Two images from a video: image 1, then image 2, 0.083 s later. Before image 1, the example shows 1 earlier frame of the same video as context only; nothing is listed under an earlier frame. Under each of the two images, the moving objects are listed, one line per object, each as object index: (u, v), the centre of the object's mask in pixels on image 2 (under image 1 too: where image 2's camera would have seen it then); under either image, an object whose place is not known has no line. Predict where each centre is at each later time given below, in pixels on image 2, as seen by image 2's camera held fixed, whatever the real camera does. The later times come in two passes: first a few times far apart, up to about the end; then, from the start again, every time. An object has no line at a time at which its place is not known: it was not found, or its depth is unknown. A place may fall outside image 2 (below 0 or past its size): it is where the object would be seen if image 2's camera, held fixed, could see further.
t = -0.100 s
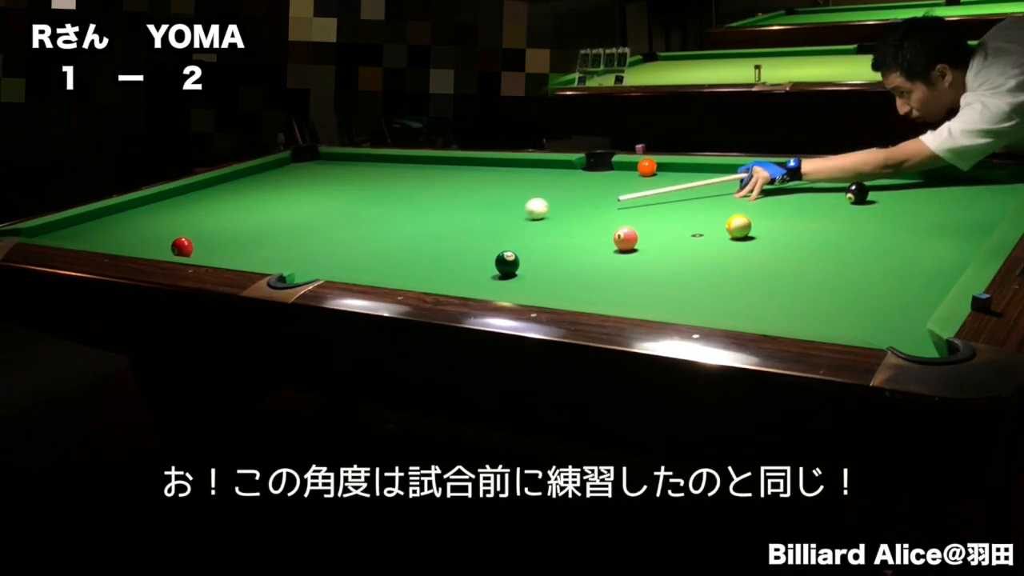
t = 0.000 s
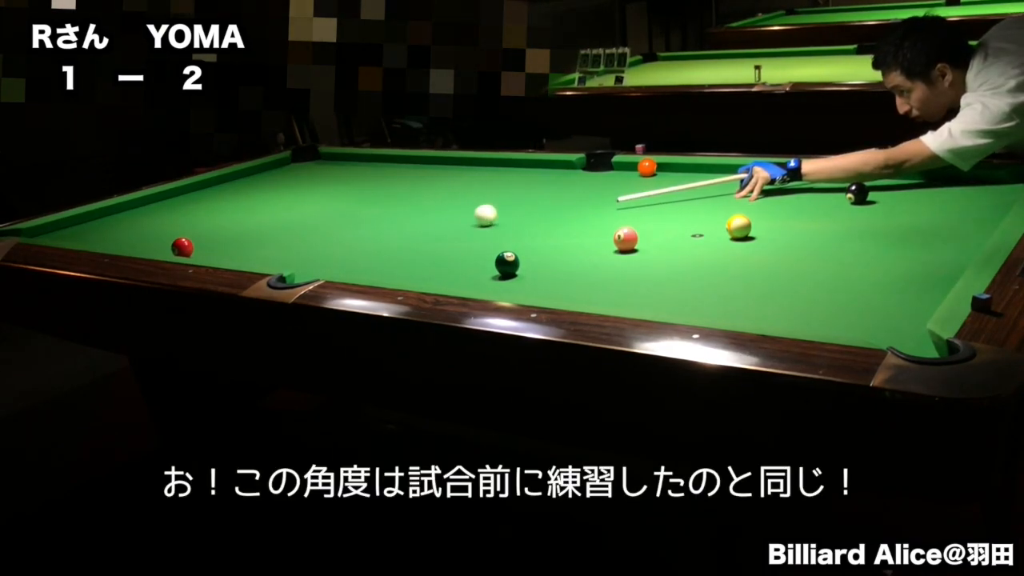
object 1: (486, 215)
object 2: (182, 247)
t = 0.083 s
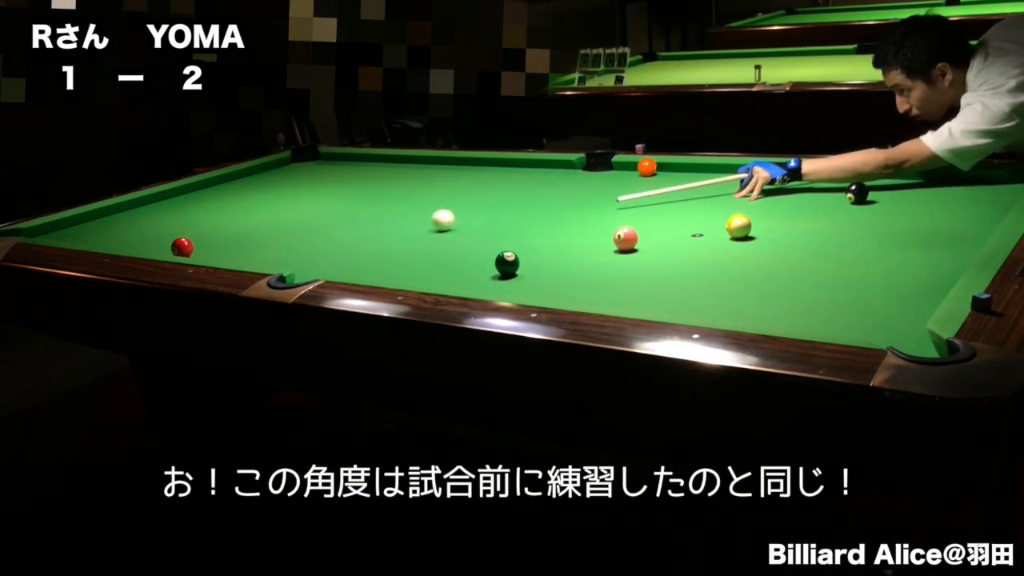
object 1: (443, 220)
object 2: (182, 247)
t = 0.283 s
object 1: (340, 232)
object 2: (182, 247)
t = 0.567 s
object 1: (198, 249)
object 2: (176, 247)
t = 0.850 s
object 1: (198, 248)
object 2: (107, 243)
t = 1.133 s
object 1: (224, 238)
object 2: (77, 238)
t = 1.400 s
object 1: (245, 230)
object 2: (54, 233)
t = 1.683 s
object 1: (265, 222)
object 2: (38, 230)
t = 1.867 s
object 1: (277, 217)
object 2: (50, 231)
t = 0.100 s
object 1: (435, 221)
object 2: (182, 247)
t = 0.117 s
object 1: (426, 222)
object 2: (182, 247)
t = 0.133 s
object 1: (417, 223)
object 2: (182, 247)
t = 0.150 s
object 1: (409, 224)
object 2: (182, 247)
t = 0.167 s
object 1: (400, 225)
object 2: (182, 247)
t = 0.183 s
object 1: (392, 226)
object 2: (182, 247)
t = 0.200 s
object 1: (383, 228)
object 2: (182, 247)
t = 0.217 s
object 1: (374, 229)
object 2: (182, 247)
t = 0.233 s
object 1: (366, 229)
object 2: (182, 247)
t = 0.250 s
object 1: (357, 230)
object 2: (182, 247)
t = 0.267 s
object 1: (349, 232)
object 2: (182, 247)
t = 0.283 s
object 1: (340, 232)
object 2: (182, 247)
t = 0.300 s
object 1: (331, 234)
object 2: (182, 247)
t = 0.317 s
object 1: (322, 235)
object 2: (182, 247)
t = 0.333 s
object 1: (314, 236)
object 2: (182, 247)
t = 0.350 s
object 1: (305, 237)
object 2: (182, 247)
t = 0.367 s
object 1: (297, 237)
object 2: (182, 247)
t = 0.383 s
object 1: (288, 239)
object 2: (182, 247)
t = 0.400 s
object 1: (279, 239)
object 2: (182, 247)
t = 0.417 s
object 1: (270, 241)
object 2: (182, 247)
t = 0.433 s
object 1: (261, 242)
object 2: (182, 247)
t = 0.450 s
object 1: (252, 243)
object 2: (182, 247)
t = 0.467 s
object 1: (244, 244)
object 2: (182, 247)
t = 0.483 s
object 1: (236, 245)
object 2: (182, 247)
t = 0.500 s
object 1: (227, 246)
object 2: (182, 247)
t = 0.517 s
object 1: (218, 247)
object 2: (182, 247)
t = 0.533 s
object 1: (210, 248)
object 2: (182, 247)
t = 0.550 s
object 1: (202, 248)
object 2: (181, 247)
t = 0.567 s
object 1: (198, 249)
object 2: (176, 247)
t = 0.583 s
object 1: (194, 249)
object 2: (171, 246)
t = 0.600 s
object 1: (191, 250)
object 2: (166, 246)
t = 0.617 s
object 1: (188, 250)
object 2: (161, 246)
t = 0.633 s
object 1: (184, 251)
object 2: (156, 246)
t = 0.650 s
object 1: (180, 251)
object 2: (151, 246)
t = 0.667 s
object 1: (177, 252)
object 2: (147, 245)
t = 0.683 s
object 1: (179, 251)
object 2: (143, 245)
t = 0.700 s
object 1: (182, 251)
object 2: (139, 245)
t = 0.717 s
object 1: (184, 251)
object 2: (135, 245)
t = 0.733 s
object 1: (186, 250)
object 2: (131, 244)
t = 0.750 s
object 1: (187, 250)
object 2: (128, 244)
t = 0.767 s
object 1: (189, 250)
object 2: (124, 244)
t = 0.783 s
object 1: (191, 249)
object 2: (121, 244)
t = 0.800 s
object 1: (193, 249)
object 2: (117, 243)
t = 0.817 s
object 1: (194, 248)
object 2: (114, 243)
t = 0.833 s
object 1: (196, 249)
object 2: (111, 243)
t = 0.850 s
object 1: (198, 248)
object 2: (107, 243)
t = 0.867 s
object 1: (199, 248)
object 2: (104, 242)
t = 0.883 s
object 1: (201, 247)
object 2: (101, 242)
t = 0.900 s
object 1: (202, 247)
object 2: (100, 242)
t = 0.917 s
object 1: (204, 246)
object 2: (98, 242)
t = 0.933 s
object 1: (205, 245)
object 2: (96, 241)
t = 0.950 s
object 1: (207, 245)
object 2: (95, 241)
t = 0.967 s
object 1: (208, 244)
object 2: (93, 241)
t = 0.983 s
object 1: (210, 244)
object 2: (91, 240)
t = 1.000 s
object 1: (212, 243)
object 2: (90, 240)
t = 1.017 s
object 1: (213, 243)
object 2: (88, 240)
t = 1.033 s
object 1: (215, 242)
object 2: (87, 240)
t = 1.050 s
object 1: (216, 241)
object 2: (85, 239)
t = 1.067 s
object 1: (218, 241)
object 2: (84, 239)
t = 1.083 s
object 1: (219, 240)
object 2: (82, 239)
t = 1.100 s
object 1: (221, 239)
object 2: (80, 238)
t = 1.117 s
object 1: (222, 239)
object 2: (79, 238)
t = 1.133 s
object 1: (224, 238)
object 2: (77, 238)
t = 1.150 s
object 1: (225, 238)
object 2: (76, 237)
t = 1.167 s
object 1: (227, 237)
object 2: (74, 237)
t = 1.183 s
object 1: (228, 236)
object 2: (73, 237)
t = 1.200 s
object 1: (229, 236)
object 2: (71, 237)
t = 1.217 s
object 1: (231, 235)
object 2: (70, 237)
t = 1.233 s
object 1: (232, 235)
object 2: (68, 236)
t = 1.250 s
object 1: (234, 234)
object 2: (67, 236)
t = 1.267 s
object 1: (235, 234)
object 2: (65, 236)
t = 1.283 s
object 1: (236, 233)
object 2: (64, 235)
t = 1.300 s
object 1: (237, 233)
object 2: (62, 235)
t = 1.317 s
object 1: (239, 232)
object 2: (61, 234)
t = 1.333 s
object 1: (240, 232)
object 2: (60, 235)
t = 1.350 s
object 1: (242, 231)
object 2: (58, 234)
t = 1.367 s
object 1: (243, 231)
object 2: (57, 234)
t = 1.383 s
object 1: (244, 230)
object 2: (56, 234)
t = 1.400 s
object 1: (245, 230)
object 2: (54, 233)
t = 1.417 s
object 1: (247, 229)
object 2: (53, 233)
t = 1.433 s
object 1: (248, 229)
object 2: (52, 232)
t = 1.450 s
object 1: (249, 228)
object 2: (50, 232)
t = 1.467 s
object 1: (250, 228)
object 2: (49, 232)
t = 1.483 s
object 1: (252, 227)
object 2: (48, 232)
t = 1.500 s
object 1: (253, 227)
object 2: (46, 232)
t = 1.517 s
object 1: (254, 226)
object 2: (45, 232)
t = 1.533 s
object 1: (255, 226)
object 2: (44, 232)
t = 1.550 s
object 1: (256, 225)
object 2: (43, 231)
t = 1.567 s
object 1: (257, 225)
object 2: (41, 231)
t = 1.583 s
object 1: (259, 224)
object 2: (40, 231)
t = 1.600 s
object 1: (260, 224)
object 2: (39, 230)
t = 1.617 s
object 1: (261, 223)
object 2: (38, 230)
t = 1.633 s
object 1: (262, 223)
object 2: (36, 230)
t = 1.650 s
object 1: (264, 222)
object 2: (37, 230)
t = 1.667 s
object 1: (264, 222)
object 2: (37, 230)
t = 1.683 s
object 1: (265, 222)
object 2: (38, 230)
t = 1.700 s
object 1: (267, 221)
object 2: (40, 230)
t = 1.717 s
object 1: (268, 221)
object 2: (41, 230)
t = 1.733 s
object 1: (269, 220)
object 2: (42, 230)
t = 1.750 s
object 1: (270, 220)
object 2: (43, 230)
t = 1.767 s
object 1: (271, 219)
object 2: (44, 231)
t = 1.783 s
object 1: (272, 219)
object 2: (45, 231)
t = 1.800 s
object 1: (273, 218)
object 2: (45, 231)
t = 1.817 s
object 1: (274, 218)
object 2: (47, 231)
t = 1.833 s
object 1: (275, 218)
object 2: (48, 231)
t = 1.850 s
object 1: (276, 217)
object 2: (49, 231)
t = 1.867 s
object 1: (277, 217)
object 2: (50, 231)
